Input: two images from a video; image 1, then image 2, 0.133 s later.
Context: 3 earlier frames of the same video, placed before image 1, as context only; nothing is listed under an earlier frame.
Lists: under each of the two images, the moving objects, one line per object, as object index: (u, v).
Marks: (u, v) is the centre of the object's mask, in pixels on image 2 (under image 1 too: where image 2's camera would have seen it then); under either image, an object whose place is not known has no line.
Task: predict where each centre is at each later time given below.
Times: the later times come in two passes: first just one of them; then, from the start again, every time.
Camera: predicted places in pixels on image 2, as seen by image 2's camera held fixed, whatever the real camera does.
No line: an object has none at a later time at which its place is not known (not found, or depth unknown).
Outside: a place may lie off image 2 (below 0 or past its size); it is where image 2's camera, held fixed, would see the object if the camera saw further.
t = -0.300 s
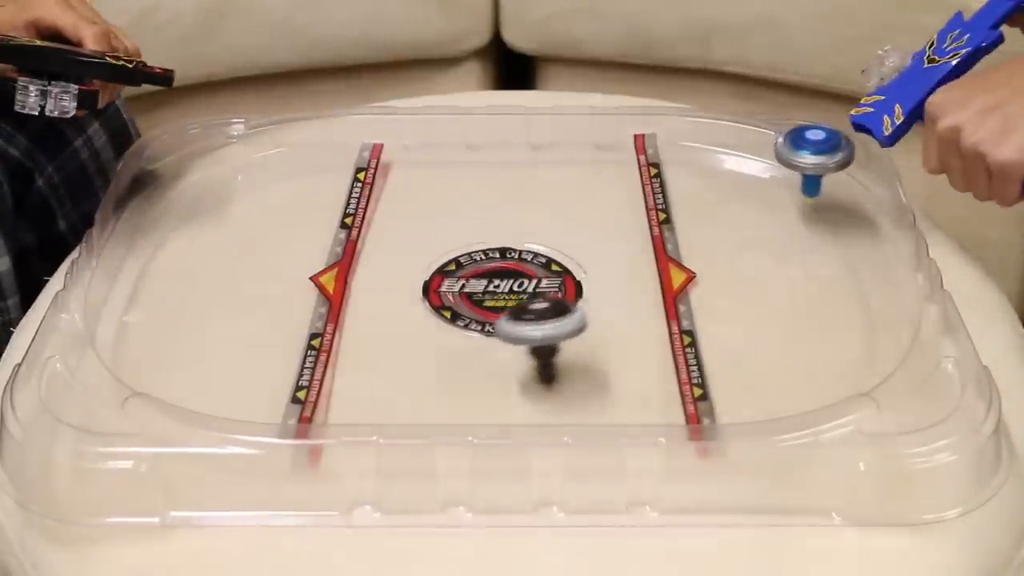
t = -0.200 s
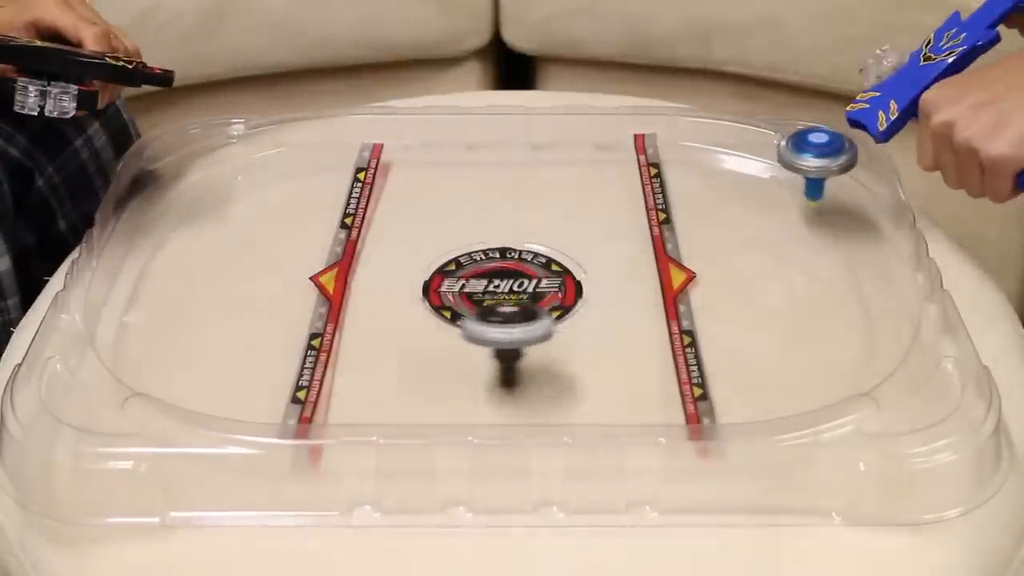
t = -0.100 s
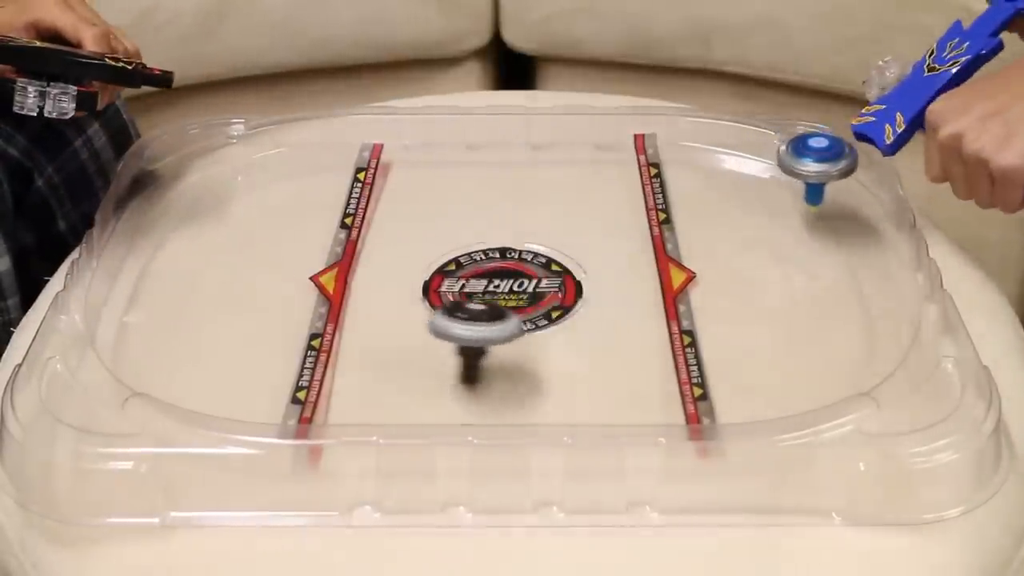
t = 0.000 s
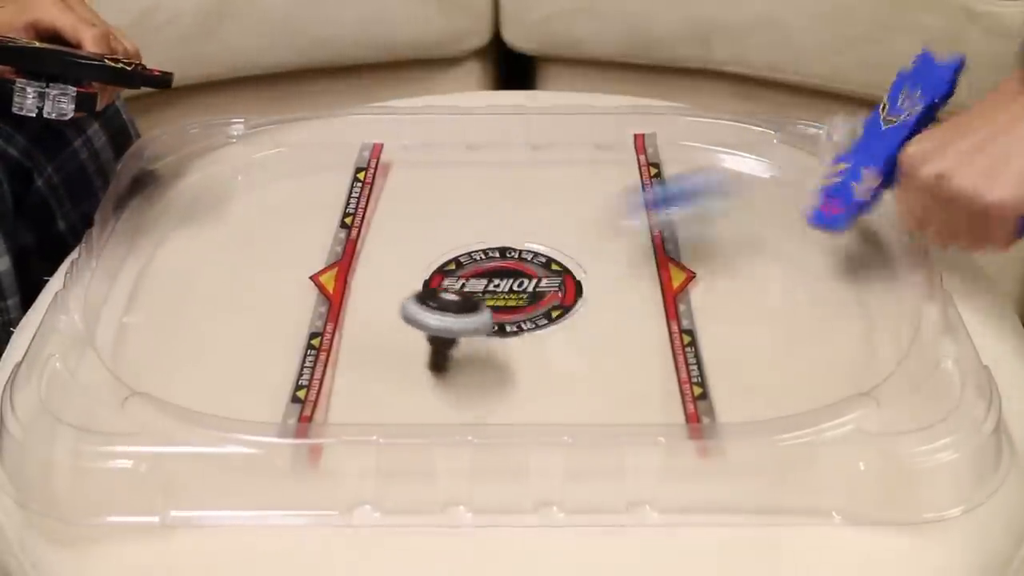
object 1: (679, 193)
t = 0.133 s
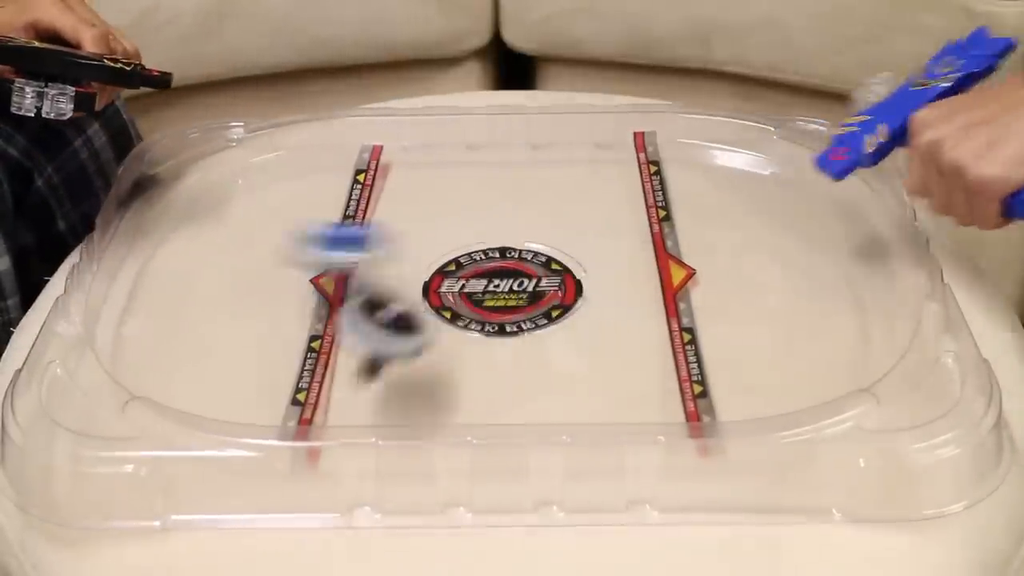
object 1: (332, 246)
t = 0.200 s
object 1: (211, 230)
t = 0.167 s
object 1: (270, 233)
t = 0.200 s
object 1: (211, 230)
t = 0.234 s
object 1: (149, 224)
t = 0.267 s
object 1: (111, 234)
